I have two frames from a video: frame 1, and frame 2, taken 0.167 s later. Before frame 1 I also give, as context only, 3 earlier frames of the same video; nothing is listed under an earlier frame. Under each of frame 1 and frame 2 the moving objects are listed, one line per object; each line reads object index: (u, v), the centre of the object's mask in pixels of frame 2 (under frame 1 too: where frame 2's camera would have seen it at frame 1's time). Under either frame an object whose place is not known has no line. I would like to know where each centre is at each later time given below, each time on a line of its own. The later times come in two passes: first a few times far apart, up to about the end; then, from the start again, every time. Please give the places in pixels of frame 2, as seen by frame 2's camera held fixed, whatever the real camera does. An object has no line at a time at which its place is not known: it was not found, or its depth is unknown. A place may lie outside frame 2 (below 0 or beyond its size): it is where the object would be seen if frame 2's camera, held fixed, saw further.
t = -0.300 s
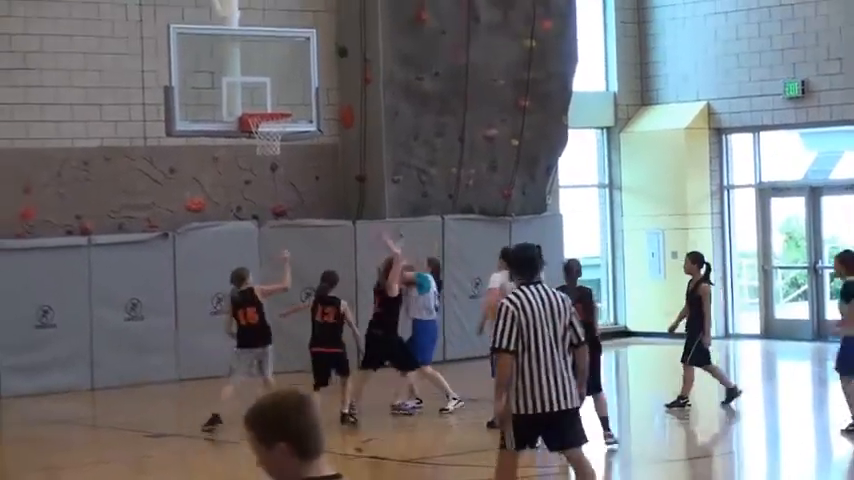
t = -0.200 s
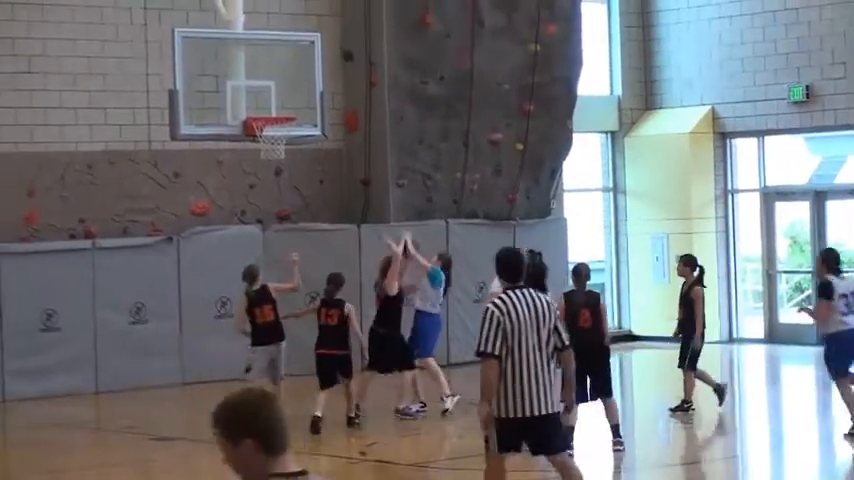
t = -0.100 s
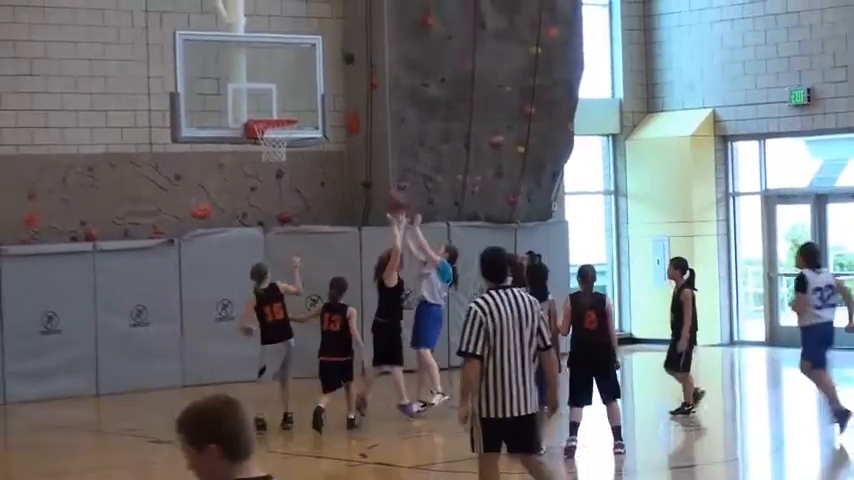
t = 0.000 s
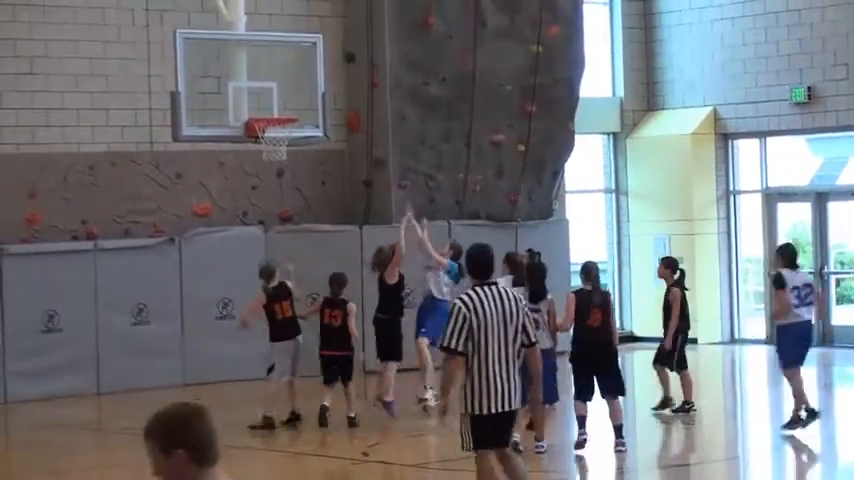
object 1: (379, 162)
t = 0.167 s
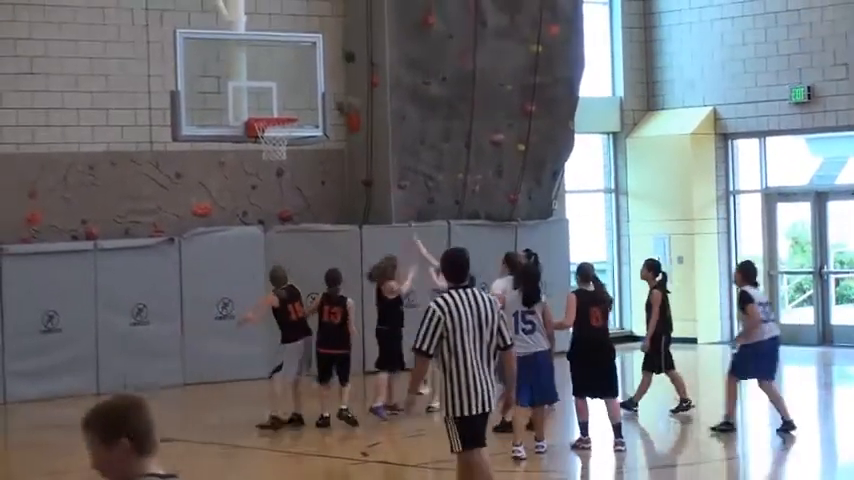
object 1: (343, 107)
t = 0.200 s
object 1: (339, 100)
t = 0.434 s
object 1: (297, 77)
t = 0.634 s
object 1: (262, 100)
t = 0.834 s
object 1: (259, 99)
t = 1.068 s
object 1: (268, 104)
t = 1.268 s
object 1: (286, 105)
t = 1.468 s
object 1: (300, 106)
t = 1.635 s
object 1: (312, 126)
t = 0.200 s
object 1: (339, 100)
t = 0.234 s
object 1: (334, 93)
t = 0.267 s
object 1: (328, 87)
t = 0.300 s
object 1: (321, 83)
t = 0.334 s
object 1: (316, 80)
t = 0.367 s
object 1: (310, 79)
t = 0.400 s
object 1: (304, 78)
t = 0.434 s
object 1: (297, 77)
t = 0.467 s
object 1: (292, 79)
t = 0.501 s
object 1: (286, 81)
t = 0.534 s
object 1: (281, 84)
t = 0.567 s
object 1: (275, 88)
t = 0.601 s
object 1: (268, 94)
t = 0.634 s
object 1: (262, 100)
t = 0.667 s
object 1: (257, 107)
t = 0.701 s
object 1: (257, 107)
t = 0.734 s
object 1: (258, 102)
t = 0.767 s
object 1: (258, 100)
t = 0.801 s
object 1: (259, 99)
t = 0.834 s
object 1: (259, 99)
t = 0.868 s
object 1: (259, 99)
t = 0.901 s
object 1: (259, 100)
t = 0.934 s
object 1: (260, 103)
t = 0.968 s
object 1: (260, 106)
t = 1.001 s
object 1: (262, 107)
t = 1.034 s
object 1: (265, 105)
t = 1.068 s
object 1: (268, 104)
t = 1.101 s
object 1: (272, 103)
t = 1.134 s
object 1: (275, 103)
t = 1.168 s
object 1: (278, 104)
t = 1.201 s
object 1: (281, 107)
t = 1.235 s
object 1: (285, 106)
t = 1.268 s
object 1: (286, 105)
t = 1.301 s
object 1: (288, 104)
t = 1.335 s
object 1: (290, 104)
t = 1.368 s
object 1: (293, 105)
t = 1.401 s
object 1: (294, 105)
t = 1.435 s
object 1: (297, 106)
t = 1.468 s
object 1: (300, 106)
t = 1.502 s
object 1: (302, 107)
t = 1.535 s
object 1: (304, 111)
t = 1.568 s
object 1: (307, 114)
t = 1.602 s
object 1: (309, 119)
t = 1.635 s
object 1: (312, 126)
